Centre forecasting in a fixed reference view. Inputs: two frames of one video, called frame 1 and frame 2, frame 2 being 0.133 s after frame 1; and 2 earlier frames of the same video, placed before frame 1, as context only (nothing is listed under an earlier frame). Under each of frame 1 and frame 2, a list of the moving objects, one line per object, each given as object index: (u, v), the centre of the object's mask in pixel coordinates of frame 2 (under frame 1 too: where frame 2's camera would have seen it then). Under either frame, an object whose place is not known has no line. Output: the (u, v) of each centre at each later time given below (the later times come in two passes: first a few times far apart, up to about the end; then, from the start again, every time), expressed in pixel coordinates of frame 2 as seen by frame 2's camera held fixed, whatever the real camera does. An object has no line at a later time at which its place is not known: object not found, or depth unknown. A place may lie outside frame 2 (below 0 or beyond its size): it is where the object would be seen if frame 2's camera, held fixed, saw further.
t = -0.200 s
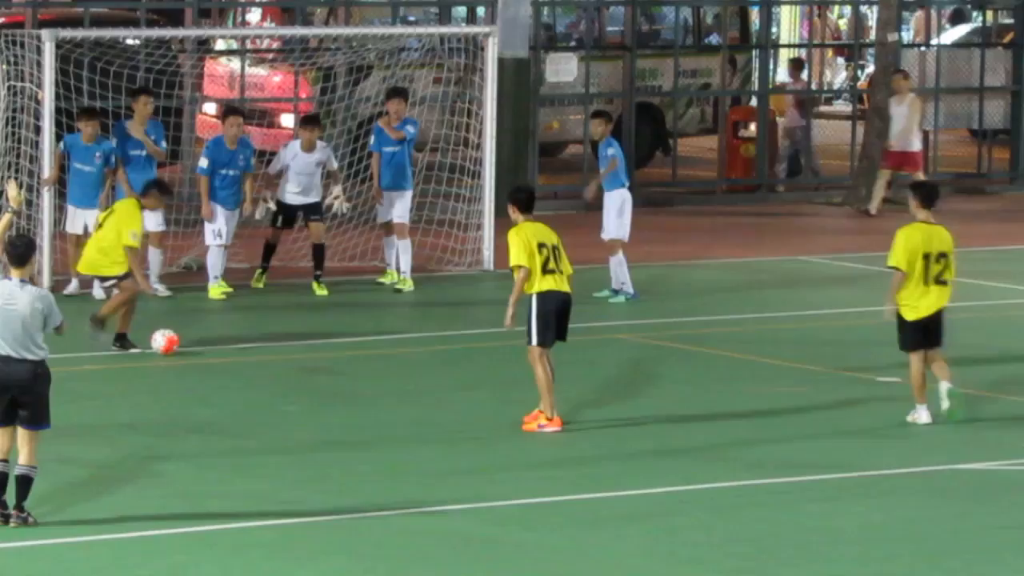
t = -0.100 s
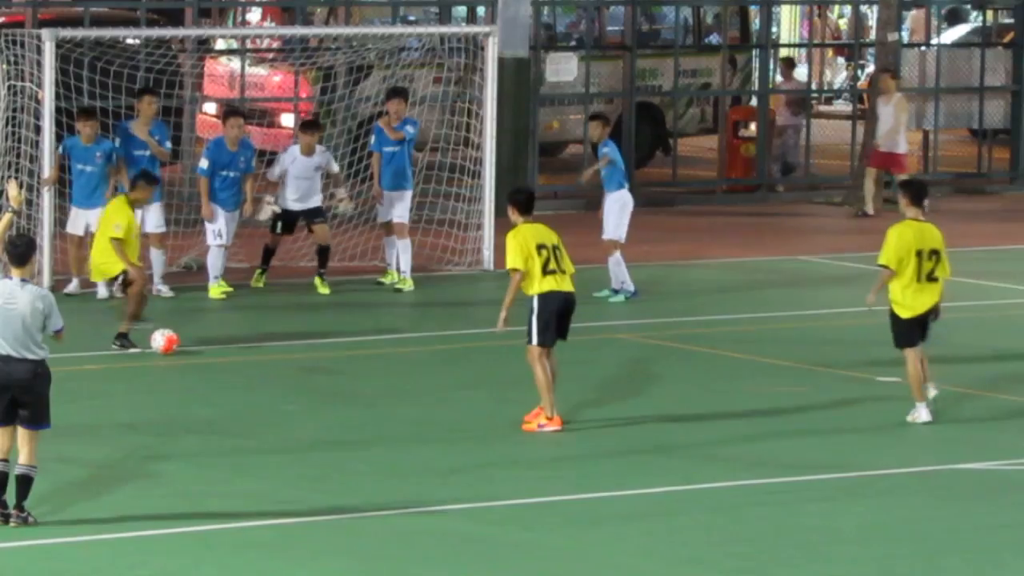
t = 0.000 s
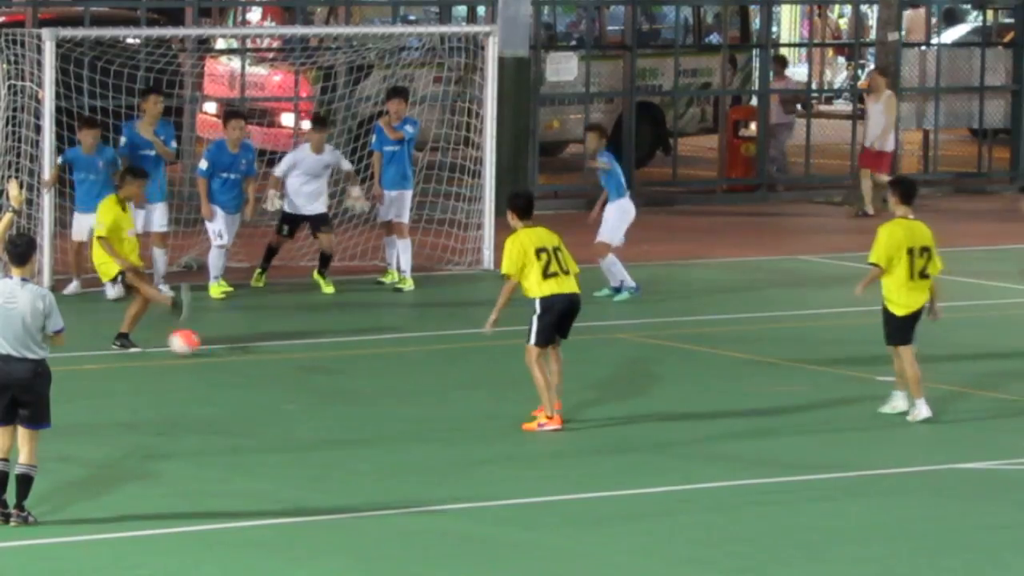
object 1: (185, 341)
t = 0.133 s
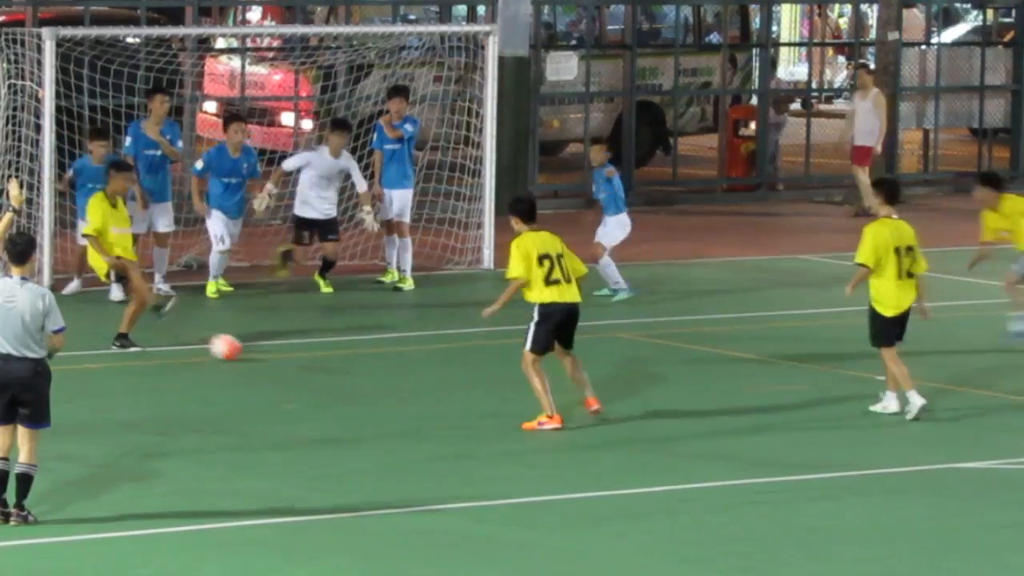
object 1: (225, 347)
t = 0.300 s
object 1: (276, 354)
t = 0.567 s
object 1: (358, 365)
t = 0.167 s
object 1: (235, 348)
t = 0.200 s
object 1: (244, 347)
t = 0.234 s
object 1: (255, 349)
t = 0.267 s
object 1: (265, 351)
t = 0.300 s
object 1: (276, 354)
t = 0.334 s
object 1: (286, 355)
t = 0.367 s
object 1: (296, 357)
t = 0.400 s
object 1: (306, 358)
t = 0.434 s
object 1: (317, 359)
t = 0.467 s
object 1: (327, 361)
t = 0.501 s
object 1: (337, 362)
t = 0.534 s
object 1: (348, 363)
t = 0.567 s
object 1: (358, 365)
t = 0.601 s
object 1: (368, 365)
